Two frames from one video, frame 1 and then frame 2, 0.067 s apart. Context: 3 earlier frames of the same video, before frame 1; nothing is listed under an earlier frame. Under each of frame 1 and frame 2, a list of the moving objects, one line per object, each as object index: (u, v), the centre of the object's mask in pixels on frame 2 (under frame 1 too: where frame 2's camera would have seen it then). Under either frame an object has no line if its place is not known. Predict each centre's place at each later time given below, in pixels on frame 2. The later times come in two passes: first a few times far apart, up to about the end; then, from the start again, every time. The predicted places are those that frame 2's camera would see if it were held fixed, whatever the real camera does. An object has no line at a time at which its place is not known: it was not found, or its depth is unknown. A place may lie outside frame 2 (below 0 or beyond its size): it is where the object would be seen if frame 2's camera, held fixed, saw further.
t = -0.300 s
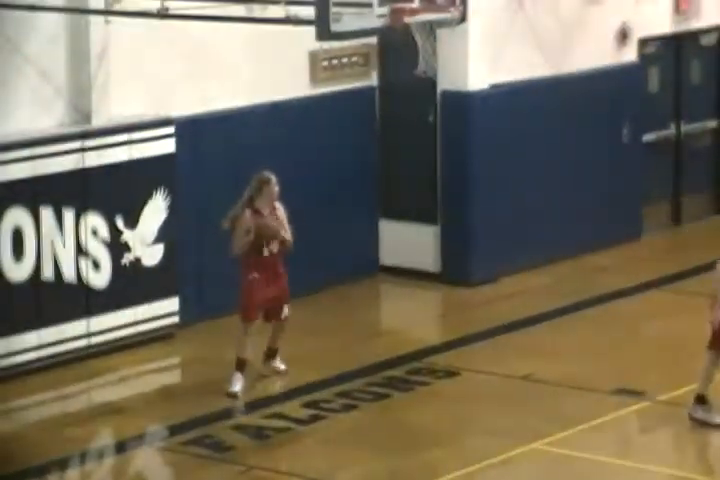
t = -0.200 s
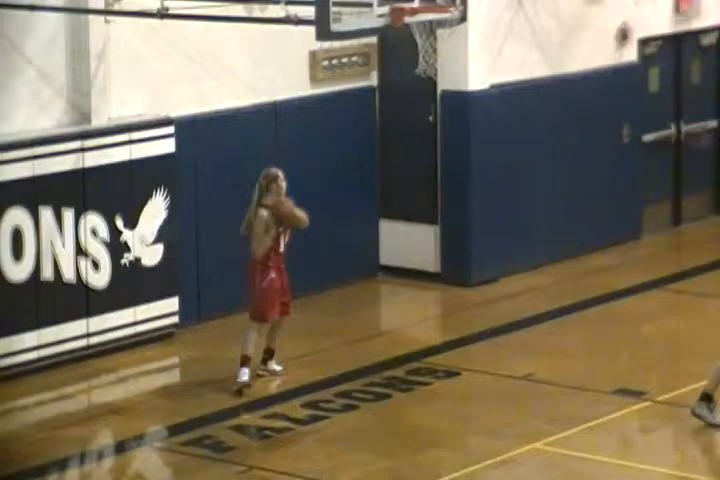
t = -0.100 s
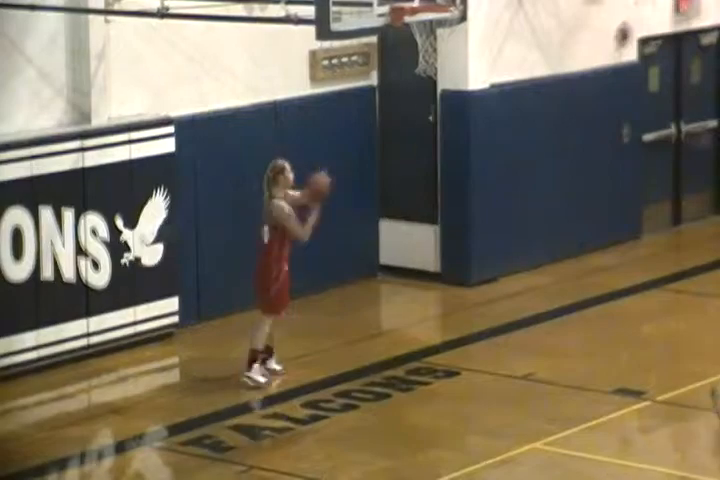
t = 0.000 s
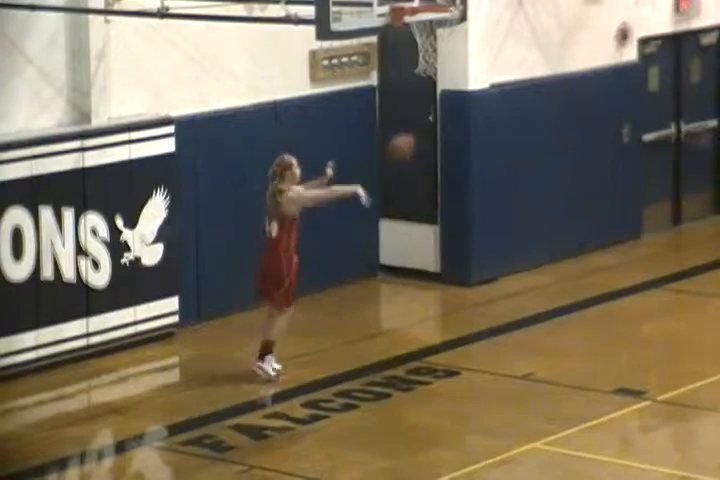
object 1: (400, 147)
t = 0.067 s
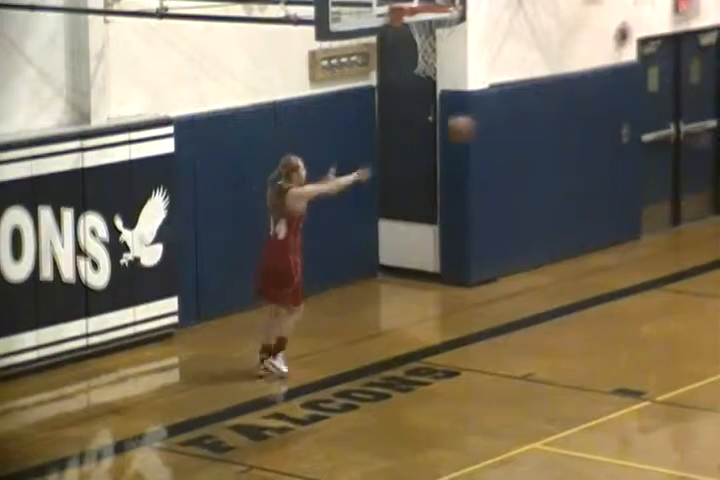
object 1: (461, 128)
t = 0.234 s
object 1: (600, 103)
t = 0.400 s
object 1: (736, 111)
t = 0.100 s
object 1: (488, 120)
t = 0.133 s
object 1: (516, 114)
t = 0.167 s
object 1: (545, 109)
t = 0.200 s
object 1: (573, 105)
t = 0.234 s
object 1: (600, 103)
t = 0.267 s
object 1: (629, 102)
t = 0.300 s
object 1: (655, 102)
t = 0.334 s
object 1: (683, 104)
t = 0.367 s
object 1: (709, 106)
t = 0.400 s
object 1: (736, 111)
